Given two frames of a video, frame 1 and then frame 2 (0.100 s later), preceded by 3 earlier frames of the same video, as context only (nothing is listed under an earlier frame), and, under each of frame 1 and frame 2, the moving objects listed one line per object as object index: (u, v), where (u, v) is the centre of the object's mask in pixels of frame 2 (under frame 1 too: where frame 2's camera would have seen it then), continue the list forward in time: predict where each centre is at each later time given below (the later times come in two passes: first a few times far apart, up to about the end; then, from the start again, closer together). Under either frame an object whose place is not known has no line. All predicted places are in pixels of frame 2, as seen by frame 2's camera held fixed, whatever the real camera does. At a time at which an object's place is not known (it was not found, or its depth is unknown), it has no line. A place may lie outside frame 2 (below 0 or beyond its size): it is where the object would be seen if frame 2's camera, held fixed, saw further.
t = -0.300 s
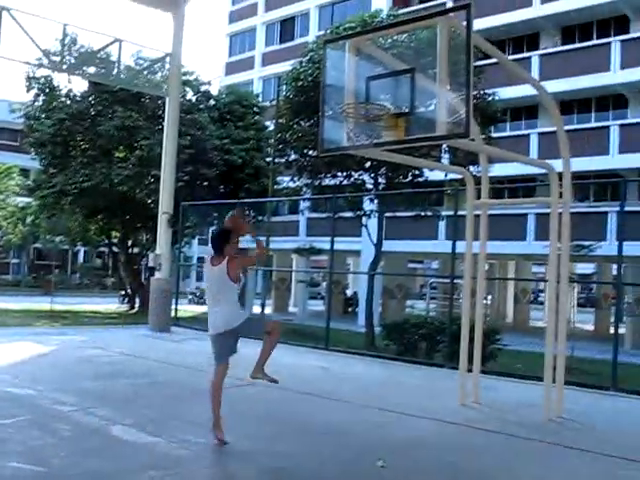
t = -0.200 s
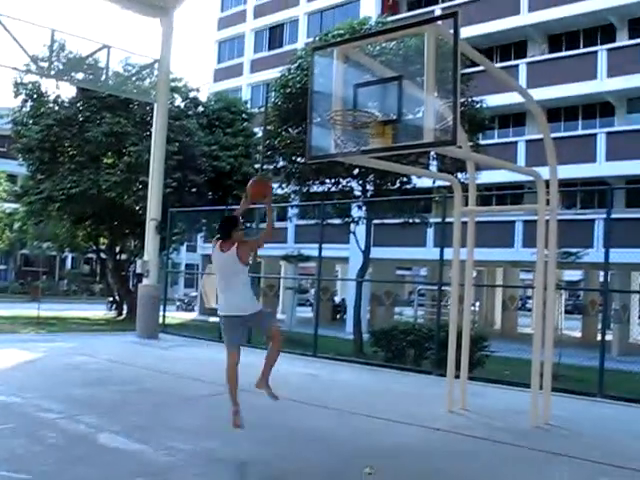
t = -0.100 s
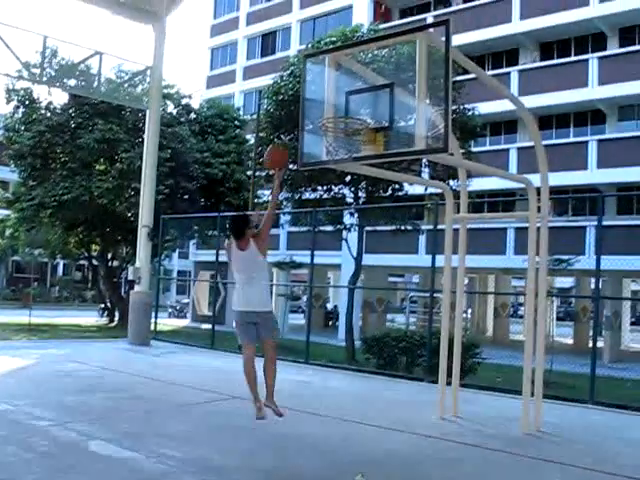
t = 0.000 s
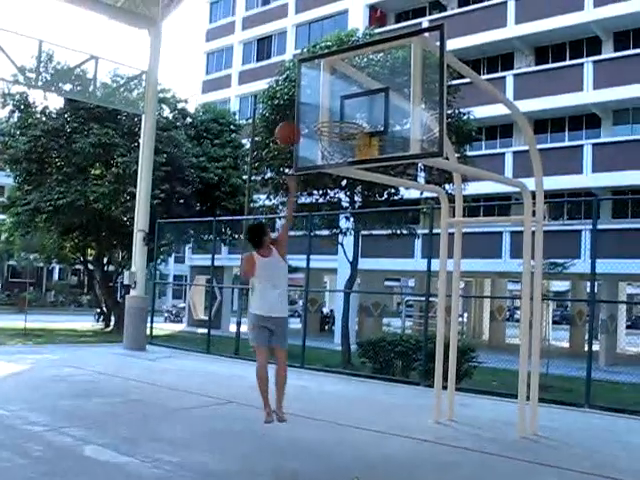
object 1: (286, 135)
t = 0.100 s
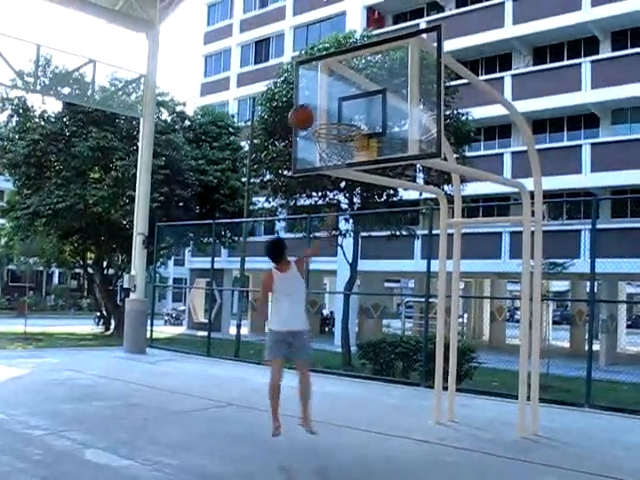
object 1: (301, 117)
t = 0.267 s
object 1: (325, 109)
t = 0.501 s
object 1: (340, 120)
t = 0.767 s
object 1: (333, 169)
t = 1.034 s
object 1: (314, 275)
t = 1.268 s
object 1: (292, 435)
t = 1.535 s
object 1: (281, 343)
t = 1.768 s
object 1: (268, 285)
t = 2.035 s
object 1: (253, 297)
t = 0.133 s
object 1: (306, 113)
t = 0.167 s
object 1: (311, 111)
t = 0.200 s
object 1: (316, 109)
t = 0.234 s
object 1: (321, 108)
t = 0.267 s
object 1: (325, 109)
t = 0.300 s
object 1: (329, 111)
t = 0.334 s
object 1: (333, 113)
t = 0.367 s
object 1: (338, 115)
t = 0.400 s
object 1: (339, 115)
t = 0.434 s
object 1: (339, 115)
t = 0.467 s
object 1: (340, 117)
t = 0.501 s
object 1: (340, 120)
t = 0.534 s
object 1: (340, 126)
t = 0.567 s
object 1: (340, 130)
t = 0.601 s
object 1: (340, 138)
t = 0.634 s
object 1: (340, 143)
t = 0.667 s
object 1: (339, 150)
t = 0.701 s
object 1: (337, 157)
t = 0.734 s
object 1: (335, 162)
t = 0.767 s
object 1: (333, 169)
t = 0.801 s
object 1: (330, 177)
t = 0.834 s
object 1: (327, 187)
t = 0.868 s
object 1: (325, 200)
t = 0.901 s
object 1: (324, 211)
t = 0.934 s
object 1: (323, 222)
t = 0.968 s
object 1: (319, 238)
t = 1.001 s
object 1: (317, 253)
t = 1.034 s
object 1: (314, 275)
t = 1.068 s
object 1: (313, 292)
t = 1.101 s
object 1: (310, 312)
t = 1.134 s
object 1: (306, 333)
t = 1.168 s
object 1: (301, 356)
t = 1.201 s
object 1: (299, 382)
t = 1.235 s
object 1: (295, 408)
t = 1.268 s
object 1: (292, 435)
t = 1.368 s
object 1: (286, 426)
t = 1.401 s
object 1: (285, 406)
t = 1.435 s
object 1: (284, 388)
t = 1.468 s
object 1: (283, 372)
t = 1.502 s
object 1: (283, 356)
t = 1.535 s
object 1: (281, 343)
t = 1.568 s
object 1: (280, 330)
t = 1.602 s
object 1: (277, 320)
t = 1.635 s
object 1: (277, 310)
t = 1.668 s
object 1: (275, 302)
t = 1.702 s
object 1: (271, 297)
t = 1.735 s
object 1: (270, 290)
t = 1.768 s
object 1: (268, 285)
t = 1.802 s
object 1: (267, 283)
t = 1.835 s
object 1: (265, 281)
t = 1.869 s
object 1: (263, 281)
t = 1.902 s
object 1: (261, 281)
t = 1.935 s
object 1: (259, 283)
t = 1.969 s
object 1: (257, 287)
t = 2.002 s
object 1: (255, 290)
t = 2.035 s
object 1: (253, 297)
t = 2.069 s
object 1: (250, 303)
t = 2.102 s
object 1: (246, 313)
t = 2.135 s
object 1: (245, 322)
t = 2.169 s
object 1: (243, 333)
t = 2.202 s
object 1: (240, 346)
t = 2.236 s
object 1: (230, 364)
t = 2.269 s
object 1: (227, 381)
